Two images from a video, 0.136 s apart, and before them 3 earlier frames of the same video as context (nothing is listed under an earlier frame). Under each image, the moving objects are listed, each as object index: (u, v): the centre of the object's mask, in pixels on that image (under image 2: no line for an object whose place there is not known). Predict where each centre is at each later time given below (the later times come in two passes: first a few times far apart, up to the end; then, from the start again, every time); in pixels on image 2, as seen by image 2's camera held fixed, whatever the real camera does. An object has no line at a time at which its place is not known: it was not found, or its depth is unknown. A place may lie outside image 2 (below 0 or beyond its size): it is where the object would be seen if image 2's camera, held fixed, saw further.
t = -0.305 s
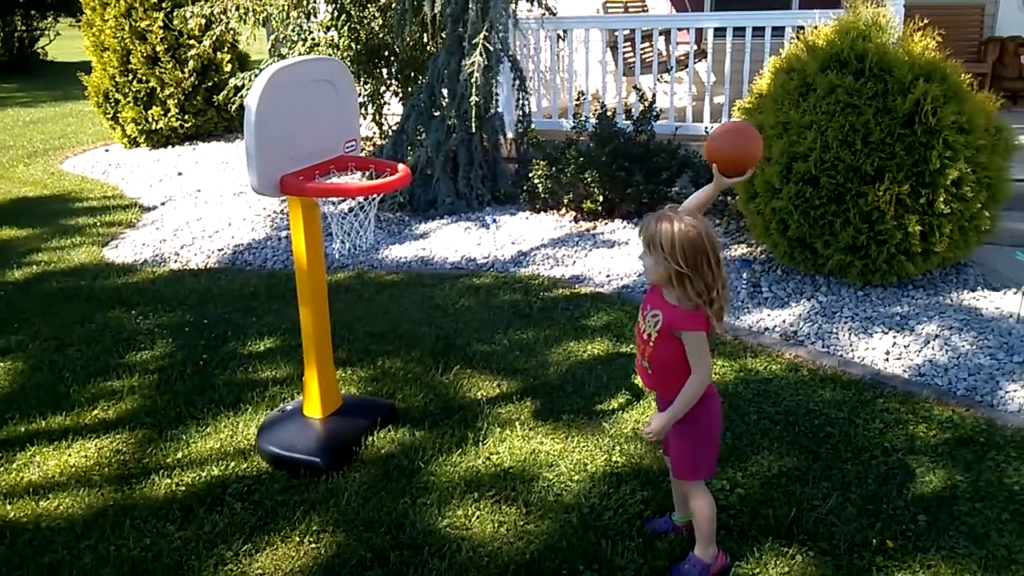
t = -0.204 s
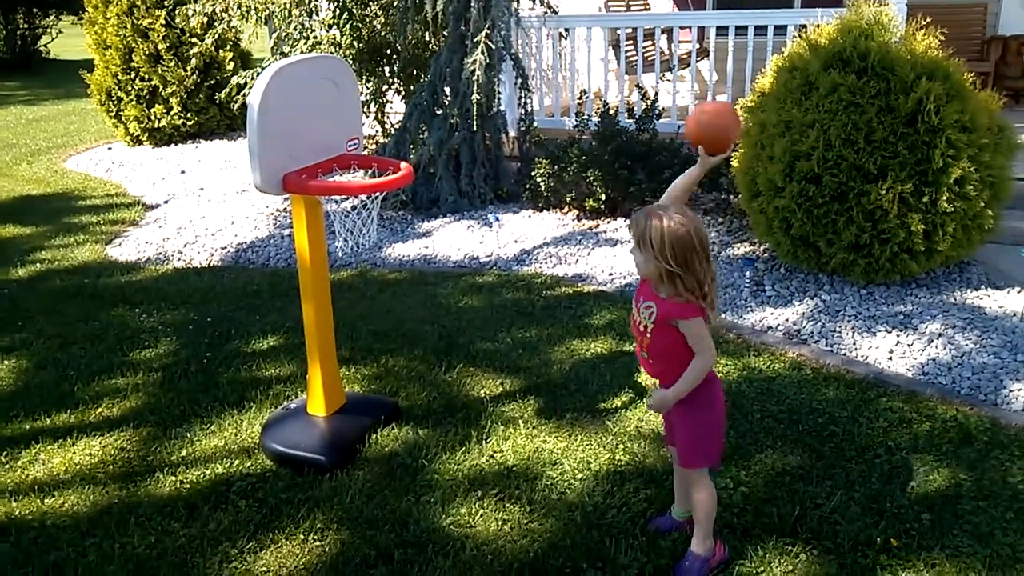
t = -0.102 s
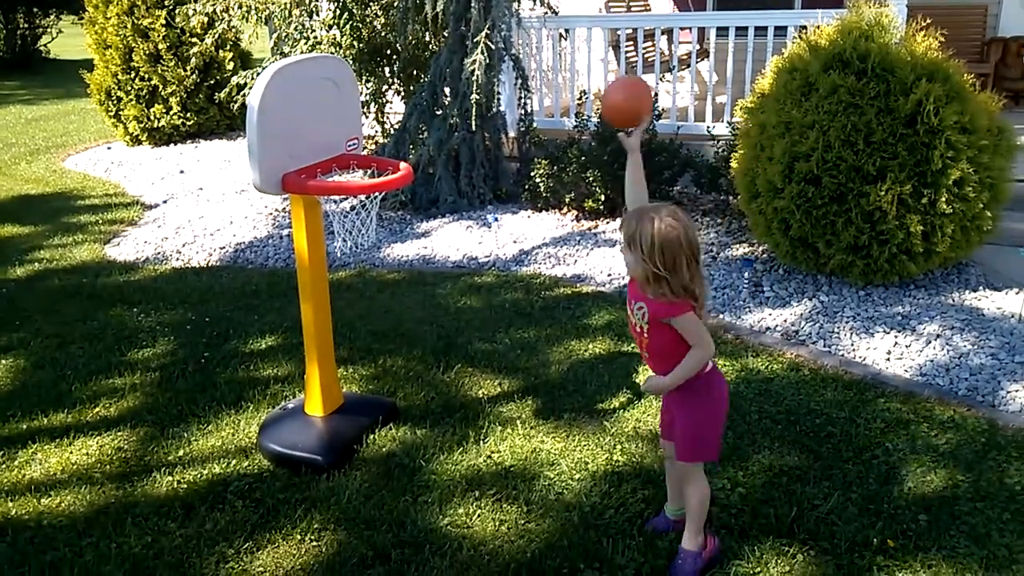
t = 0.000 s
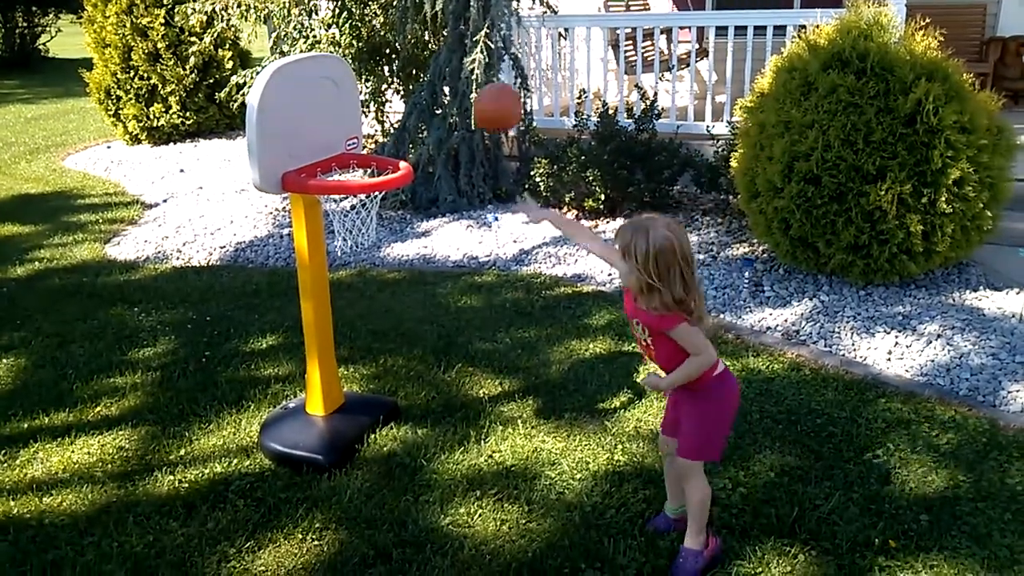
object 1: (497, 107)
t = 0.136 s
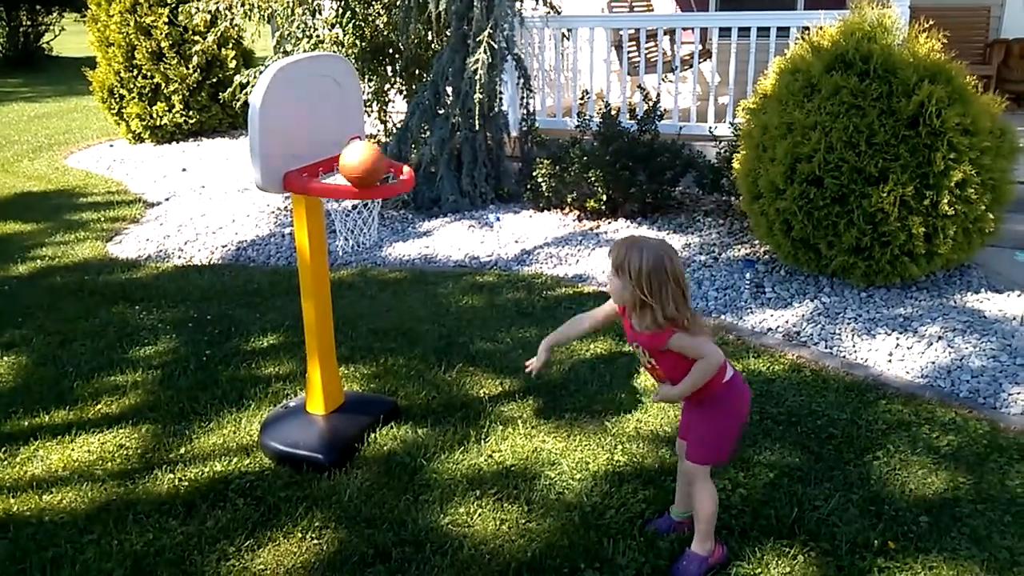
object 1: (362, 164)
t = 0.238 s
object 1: (320, 148)
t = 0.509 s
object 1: (356, 155)
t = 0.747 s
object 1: (385, 203)
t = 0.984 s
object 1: (362, 258)
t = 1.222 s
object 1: (374, 406)
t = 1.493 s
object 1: (495, 447)
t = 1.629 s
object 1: (551, 468)
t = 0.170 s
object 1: (347, 159)
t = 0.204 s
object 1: (333, 151)
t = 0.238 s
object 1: (320, 148)
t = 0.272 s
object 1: (309, 146)
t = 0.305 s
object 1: (317, 143)
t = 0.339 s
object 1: (325, 143)
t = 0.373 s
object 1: (334, 148)
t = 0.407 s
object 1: (342, 156)
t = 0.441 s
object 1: (346, 157)
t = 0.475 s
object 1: (350, 154)
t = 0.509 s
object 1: (356, 155)
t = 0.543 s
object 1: (361, 159)
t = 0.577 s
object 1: (367, 163)
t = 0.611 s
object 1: (370, 163)
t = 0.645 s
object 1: (373, 165)
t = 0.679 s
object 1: (376, 168)
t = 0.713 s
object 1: (379, 173)
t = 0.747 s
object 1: (385, 203)
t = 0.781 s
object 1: (384, 205)
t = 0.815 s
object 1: (380, 208)
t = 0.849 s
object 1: (377, 211)
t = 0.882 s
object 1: (373, 216)
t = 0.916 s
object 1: (371, 225)
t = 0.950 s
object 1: (366, 250)
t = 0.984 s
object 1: (362, 258)
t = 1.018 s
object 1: (359, 275)
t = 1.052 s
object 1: (357, 297)
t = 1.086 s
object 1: (355, 322)
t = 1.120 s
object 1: (354, 349)
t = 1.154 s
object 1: (352, 378)
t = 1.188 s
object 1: (359, 401)
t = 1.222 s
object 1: (374, 406)
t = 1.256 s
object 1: (390, 410)
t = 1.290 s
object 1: (407, 419)
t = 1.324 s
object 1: (425, 431)
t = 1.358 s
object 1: (442, 444)
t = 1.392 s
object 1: (455, 444)
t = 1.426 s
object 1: (467, 443)
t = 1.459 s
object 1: (481, 443)
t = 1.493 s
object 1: (495, 447)
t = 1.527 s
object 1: (509, 454)
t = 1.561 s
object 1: (524, 463)
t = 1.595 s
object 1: (537, 468)
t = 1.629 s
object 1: (551, 468)
